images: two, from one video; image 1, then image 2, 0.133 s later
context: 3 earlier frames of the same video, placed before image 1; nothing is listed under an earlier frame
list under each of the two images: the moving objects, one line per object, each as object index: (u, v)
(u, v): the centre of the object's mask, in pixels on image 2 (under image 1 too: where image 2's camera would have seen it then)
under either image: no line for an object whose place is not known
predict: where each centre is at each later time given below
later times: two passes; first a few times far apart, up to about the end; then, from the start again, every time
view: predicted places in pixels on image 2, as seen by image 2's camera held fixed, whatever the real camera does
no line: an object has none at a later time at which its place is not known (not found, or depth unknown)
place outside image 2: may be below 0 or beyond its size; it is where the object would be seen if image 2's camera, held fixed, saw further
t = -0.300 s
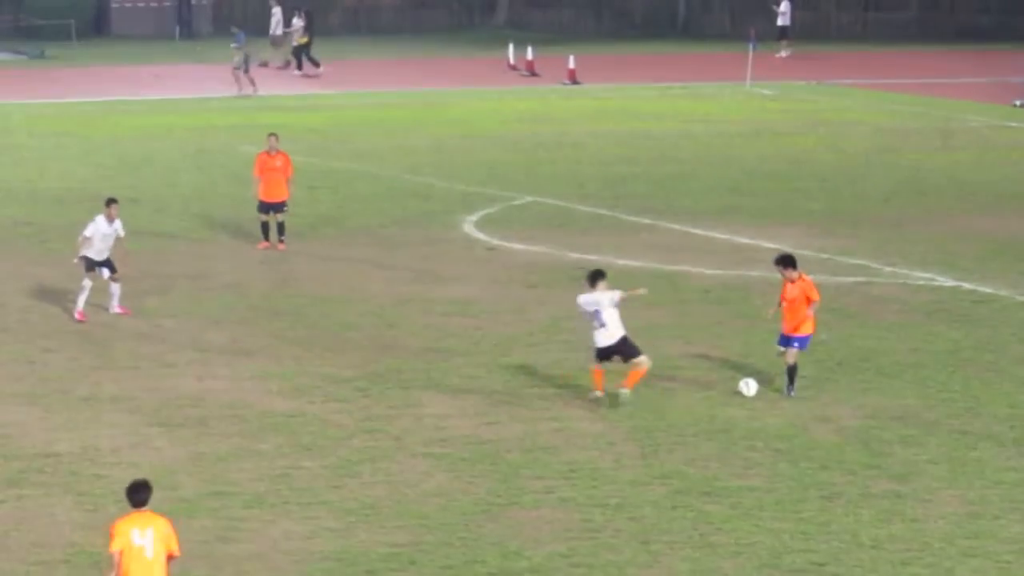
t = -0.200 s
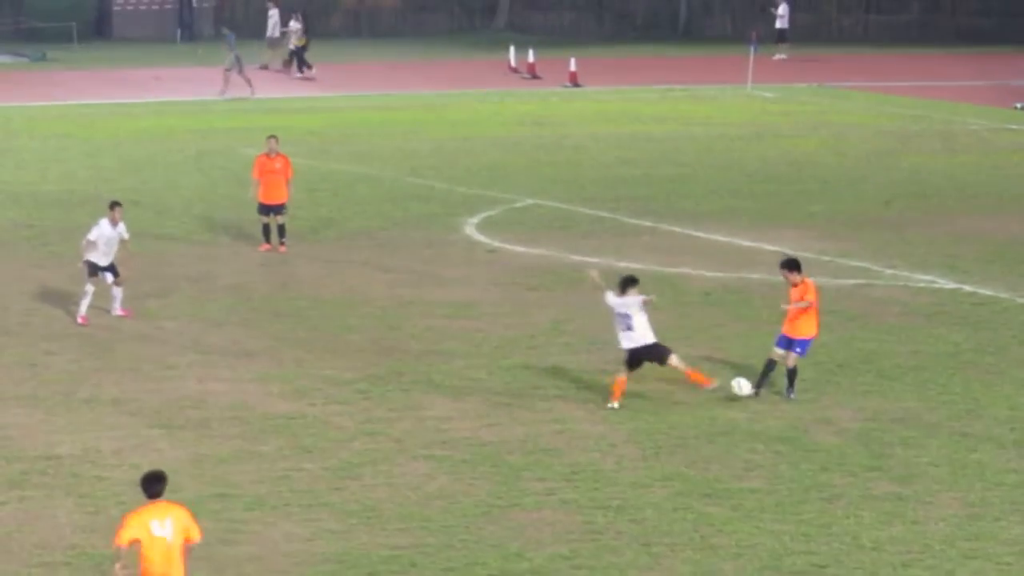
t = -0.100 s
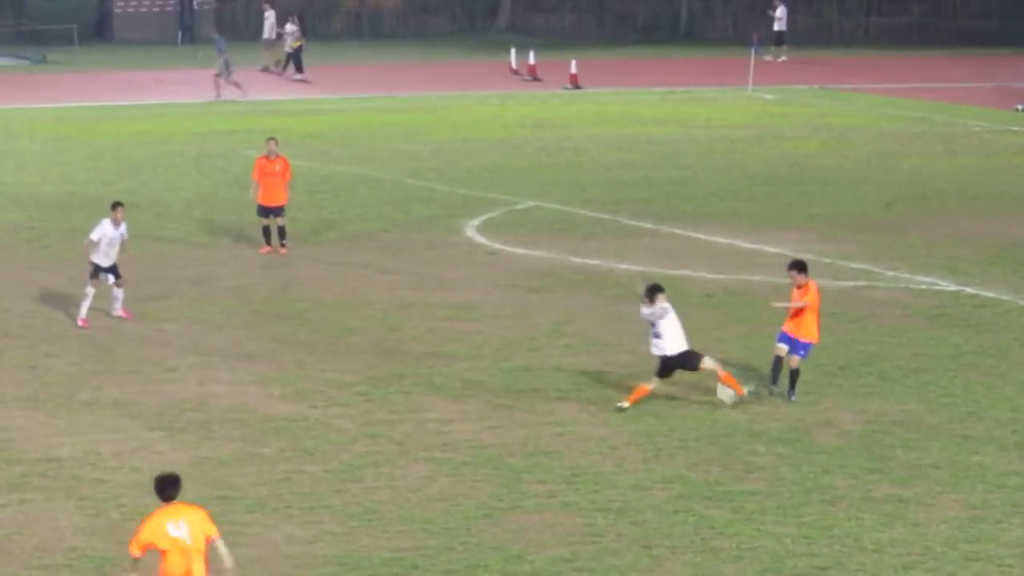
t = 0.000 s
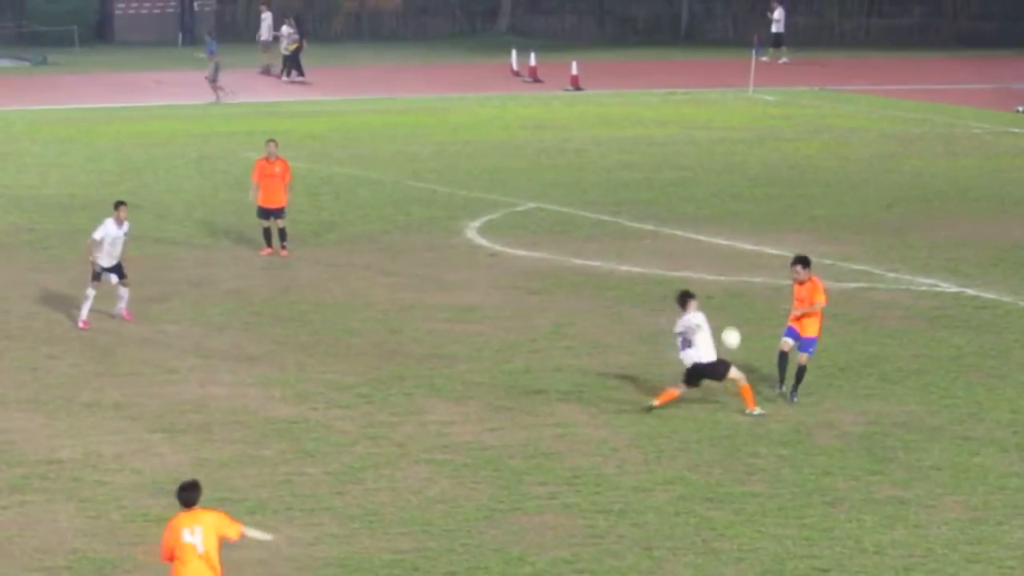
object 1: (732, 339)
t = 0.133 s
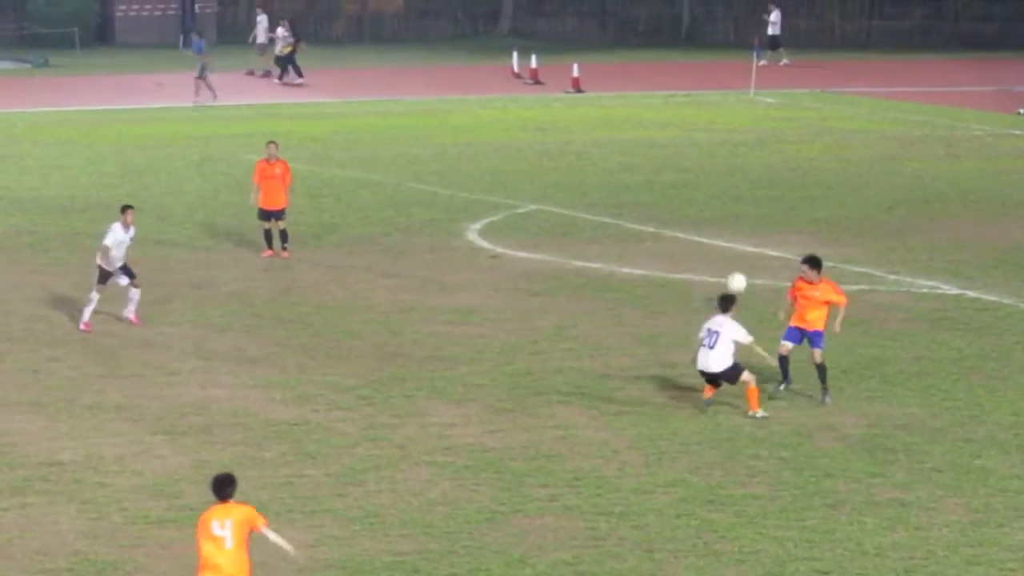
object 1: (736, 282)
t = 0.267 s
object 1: (741, 240)
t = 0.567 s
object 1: (749, 206)
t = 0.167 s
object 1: (738, 270)
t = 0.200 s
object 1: (739, 260)
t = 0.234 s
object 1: (740, 249)
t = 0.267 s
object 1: (741, 240)
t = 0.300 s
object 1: (742, 233)
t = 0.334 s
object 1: (743, 226)
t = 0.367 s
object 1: (744, 220)
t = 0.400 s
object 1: (745, 215)
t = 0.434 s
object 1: (746, 212)
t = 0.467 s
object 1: (747, 209)
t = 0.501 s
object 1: (747, 207)
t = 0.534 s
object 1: (749, 206)
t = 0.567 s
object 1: (749, 206)
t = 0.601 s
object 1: (750, 207)
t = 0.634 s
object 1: (751, 209)
